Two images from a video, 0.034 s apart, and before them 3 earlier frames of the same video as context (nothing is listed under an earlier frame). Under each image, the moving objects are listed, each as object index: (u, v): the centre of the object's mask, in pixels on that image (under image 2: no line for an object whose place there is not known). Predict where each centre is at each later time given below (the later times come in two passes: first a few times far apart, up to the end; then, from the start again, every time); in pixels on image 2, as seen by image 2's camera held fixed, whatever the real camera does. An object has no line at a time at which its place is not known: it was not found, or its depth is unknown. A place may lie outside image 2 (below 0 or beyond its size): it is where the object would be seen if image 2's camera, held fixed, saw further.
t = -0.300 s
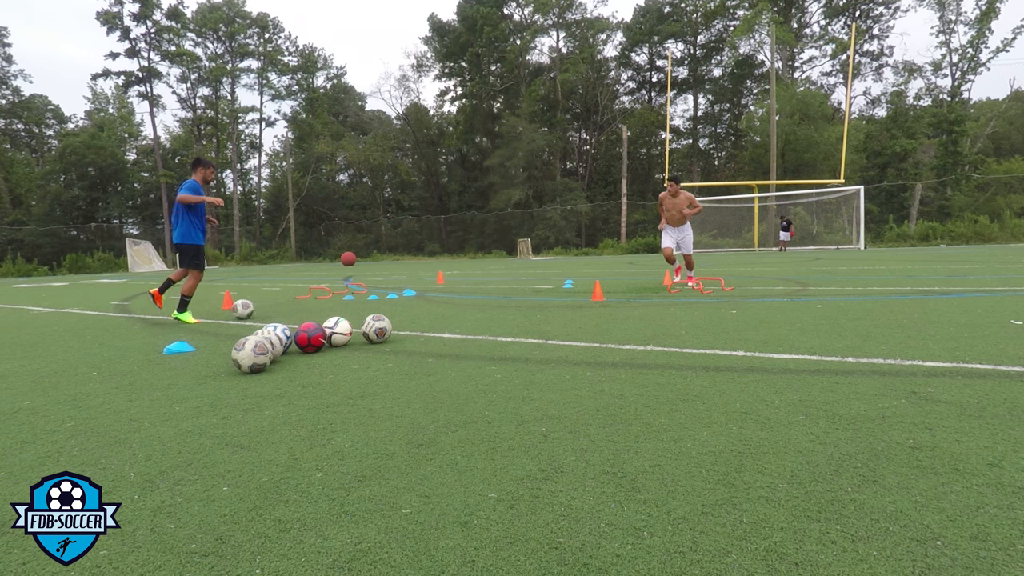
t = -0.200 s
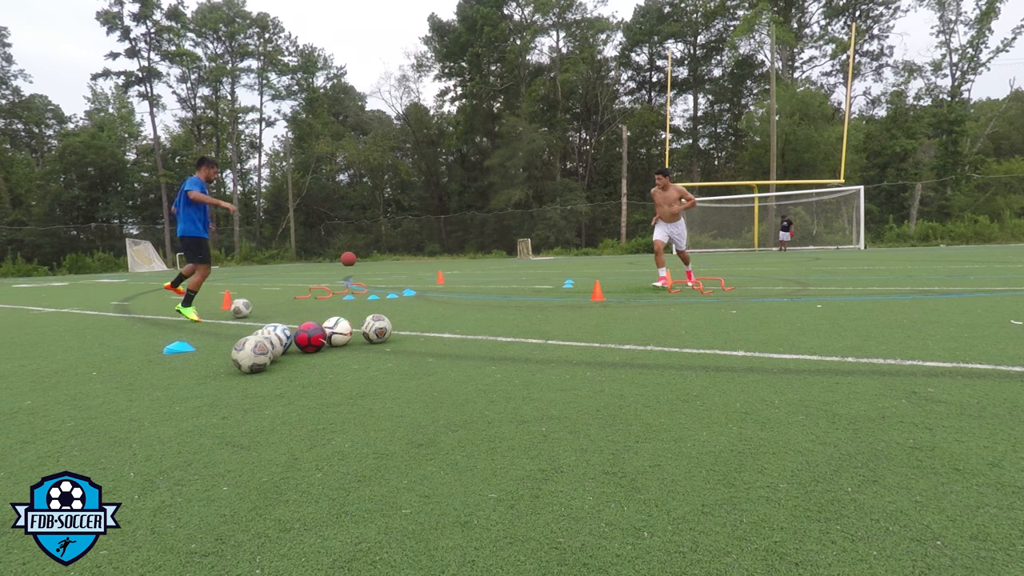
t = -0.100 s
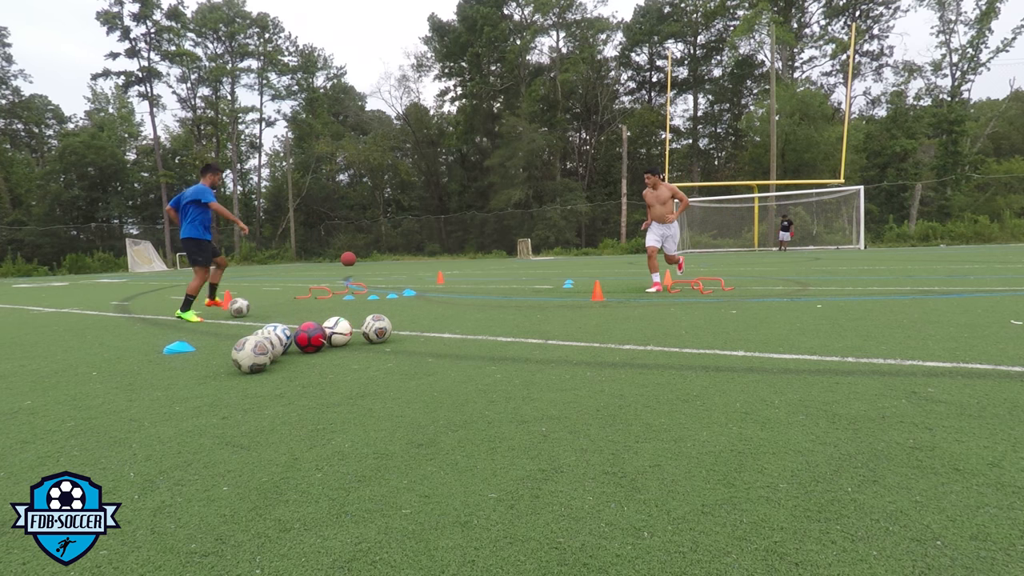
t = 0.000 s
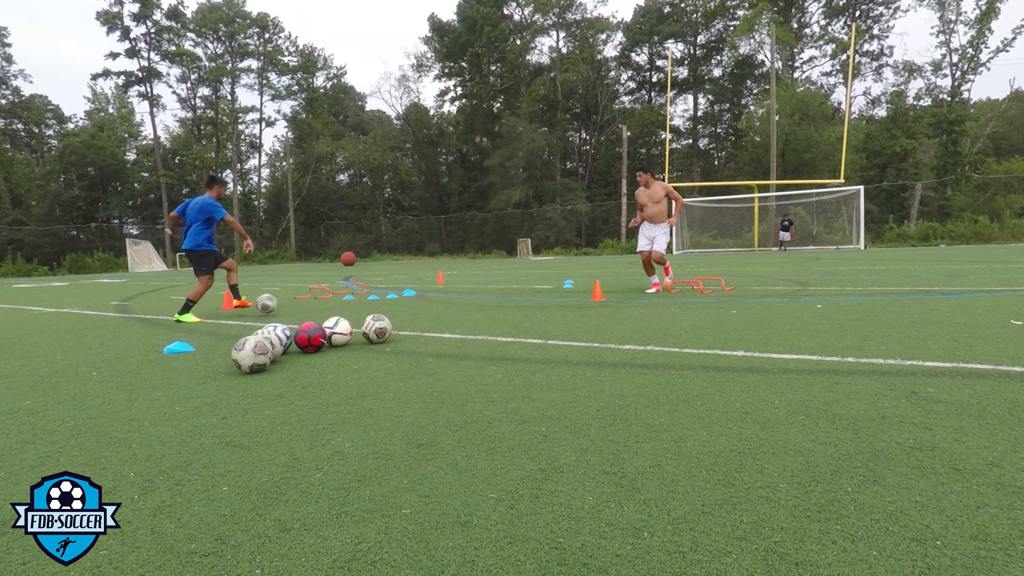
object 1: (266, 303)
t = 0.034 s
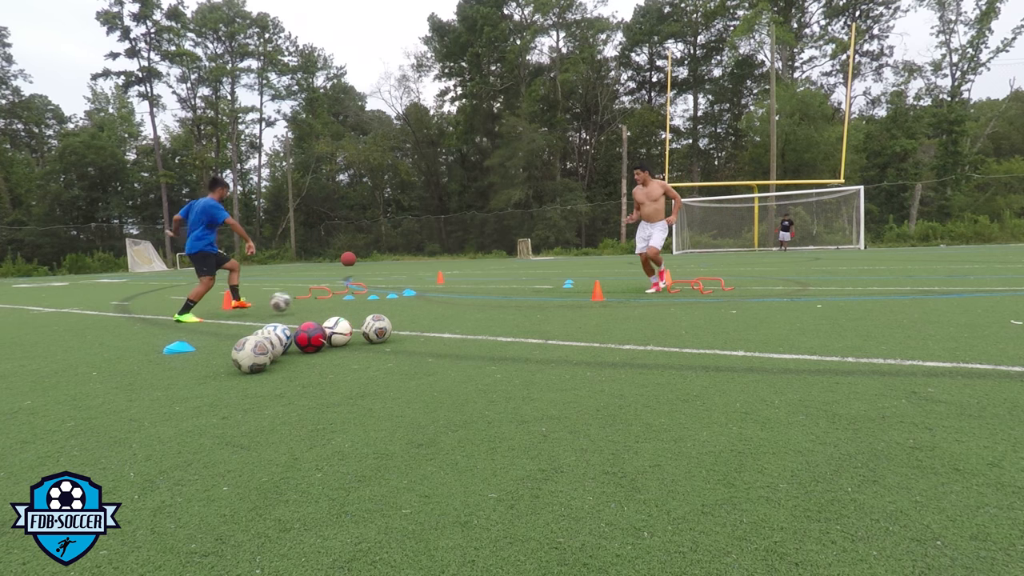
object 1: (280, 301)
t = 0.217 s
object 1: (354, 300)
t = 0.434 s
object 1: (424, 299)
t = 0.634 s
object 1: (490, 296)
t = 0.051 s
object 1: (287, 301)
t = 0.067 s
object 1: (294, 300)
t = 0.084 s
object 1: (301, 301)
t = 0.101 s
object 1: (309, 301)
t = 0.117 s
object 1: (316, 301)
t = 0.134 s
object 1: (323, 302)
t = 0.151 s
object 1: (330, 303)
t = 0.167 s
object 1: (336, 304)
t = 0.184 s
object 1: (342, 303)
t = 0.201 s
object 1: (348, 301)
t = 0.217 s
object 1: (354, 300)
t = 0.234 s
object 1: (359, 299)
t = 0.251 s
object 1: (364, 298)
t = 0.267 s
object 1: (369, 298)
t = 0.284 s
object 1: (375, 297)
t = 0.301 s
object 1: (380, 297)
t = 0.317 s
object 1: (386, 297)
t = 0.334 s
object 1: (391, 297)
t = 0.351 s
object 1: (397, 298)
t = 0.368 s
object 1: (402, 299)
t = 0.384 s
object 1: (408, 300)
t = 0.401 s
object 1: (413, 301)
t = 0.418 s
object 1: (419, 300)
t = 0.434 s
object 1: (424, 299)
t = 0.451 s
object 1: (430, 298)
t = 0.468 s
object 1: (435, 297)
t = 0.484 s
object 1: (440, 297)
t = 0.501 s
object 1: (446, 296)
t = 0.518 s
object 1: (452, 296)
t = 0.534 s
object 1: (457, 297)
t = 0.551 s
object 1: (463, 297)
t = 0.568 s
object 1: (469, 298)
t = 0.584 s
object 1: (474, 299)
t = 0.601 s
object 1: (479, 298)
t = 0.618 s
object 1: (484, 297)
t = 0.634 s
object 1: (490, 296)
